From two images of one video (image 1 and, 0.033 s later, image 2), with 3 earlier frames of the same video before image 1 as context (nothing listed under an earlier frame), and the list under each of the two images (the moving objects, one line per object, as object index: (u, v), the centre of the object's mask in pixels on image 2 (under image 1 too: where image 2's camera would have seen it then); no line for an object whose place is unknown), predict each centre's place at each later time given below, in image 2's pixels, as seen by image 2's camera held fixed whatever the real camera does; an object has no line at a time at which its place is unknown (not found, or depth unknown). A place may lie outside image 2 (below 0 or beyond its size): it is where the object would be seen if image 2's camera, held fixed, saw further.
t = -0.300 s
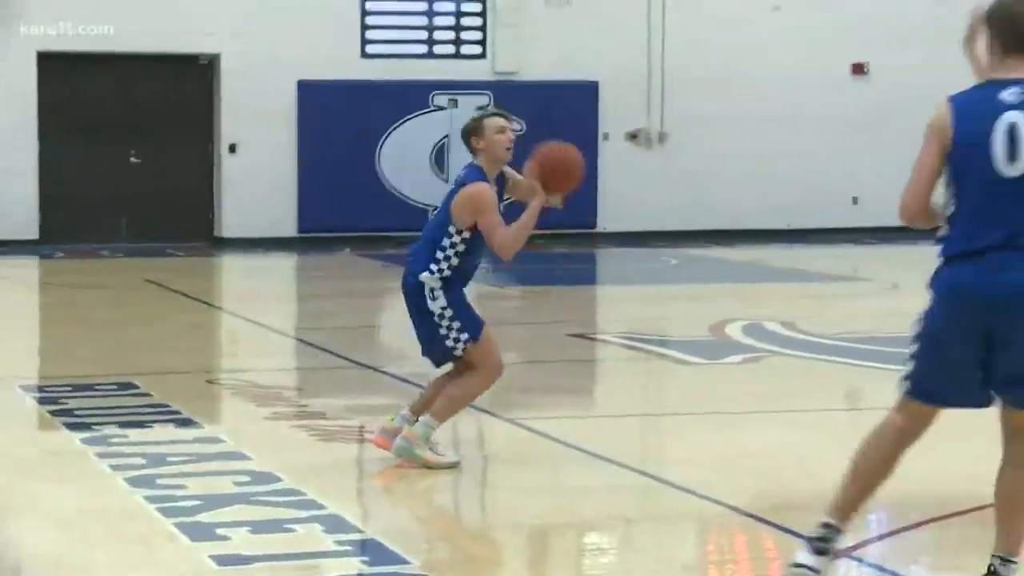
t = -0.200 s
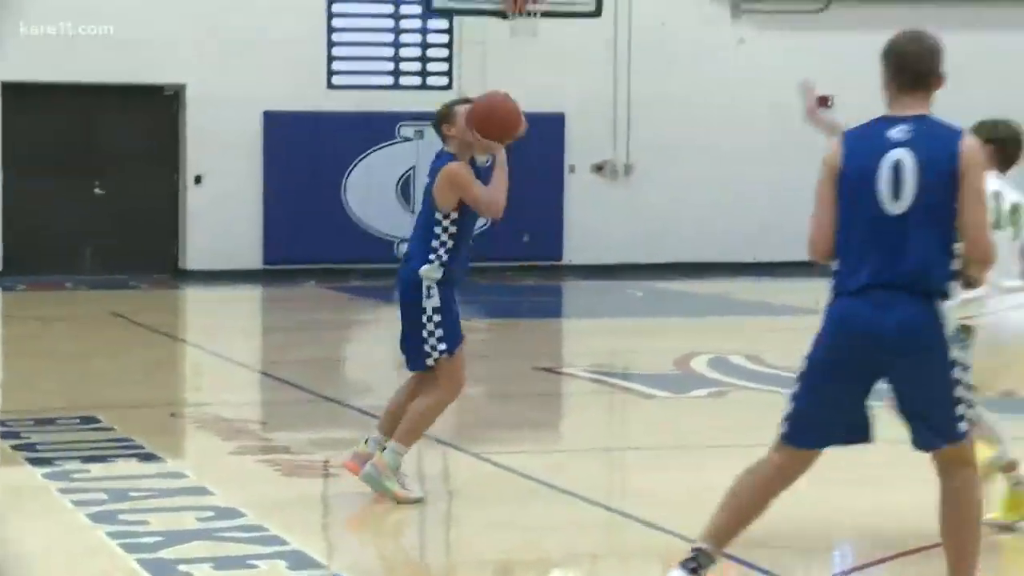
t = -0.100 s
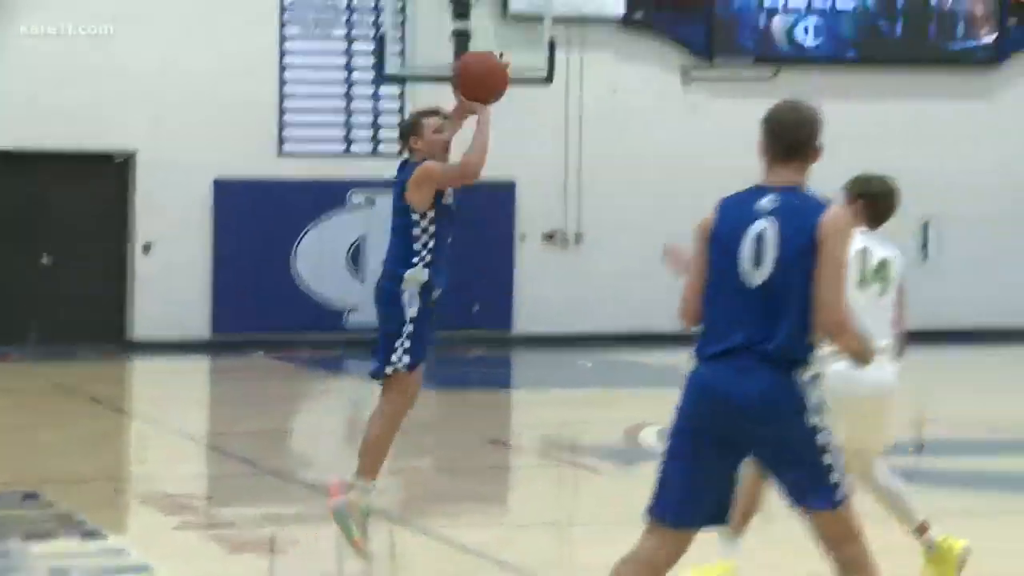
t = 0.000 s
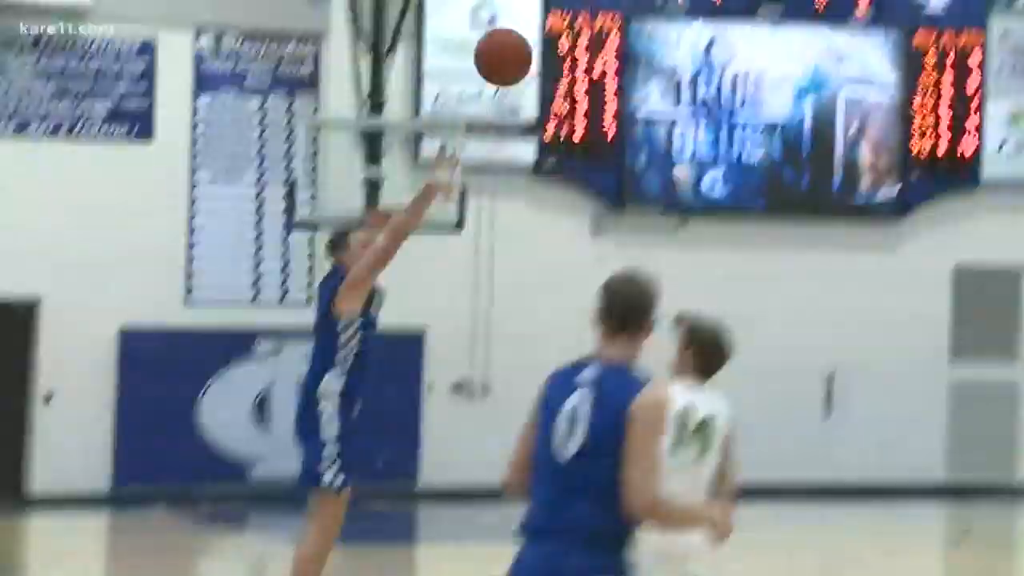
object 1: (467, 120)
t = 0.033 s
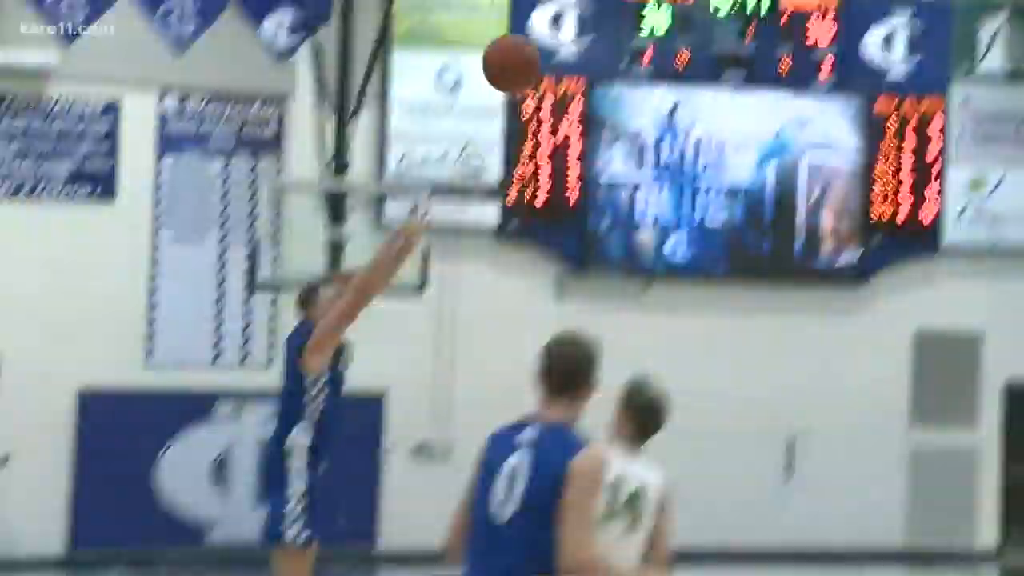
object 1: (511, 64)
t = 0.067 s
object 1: (558, 8)
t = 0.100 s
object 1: (602, -44)
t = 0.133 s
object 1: (648, -97)
